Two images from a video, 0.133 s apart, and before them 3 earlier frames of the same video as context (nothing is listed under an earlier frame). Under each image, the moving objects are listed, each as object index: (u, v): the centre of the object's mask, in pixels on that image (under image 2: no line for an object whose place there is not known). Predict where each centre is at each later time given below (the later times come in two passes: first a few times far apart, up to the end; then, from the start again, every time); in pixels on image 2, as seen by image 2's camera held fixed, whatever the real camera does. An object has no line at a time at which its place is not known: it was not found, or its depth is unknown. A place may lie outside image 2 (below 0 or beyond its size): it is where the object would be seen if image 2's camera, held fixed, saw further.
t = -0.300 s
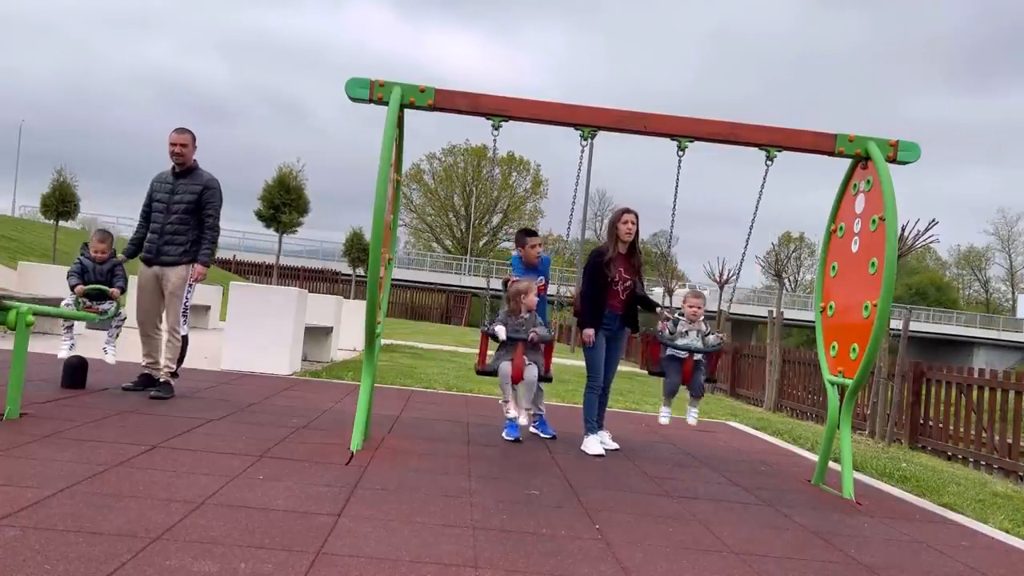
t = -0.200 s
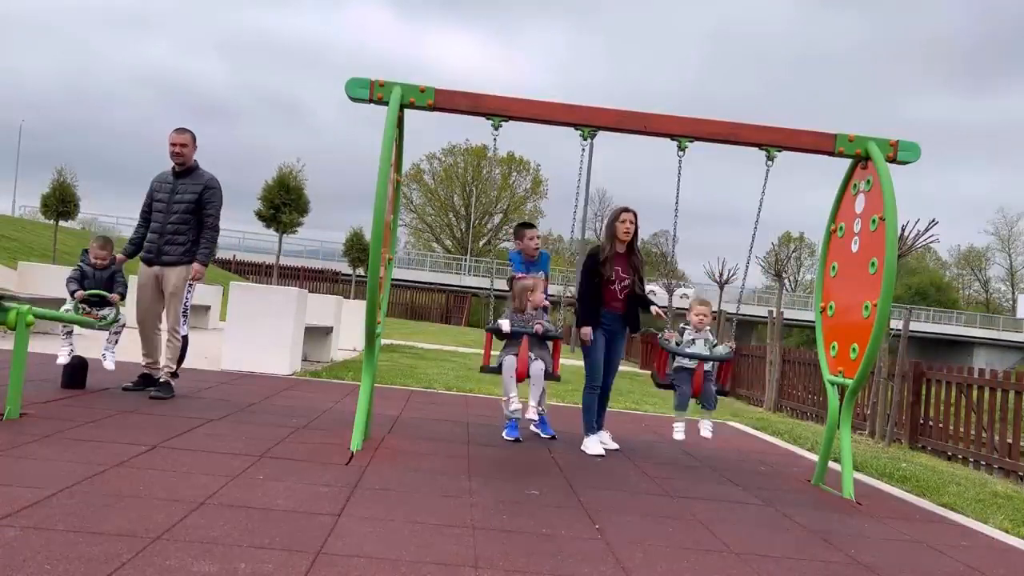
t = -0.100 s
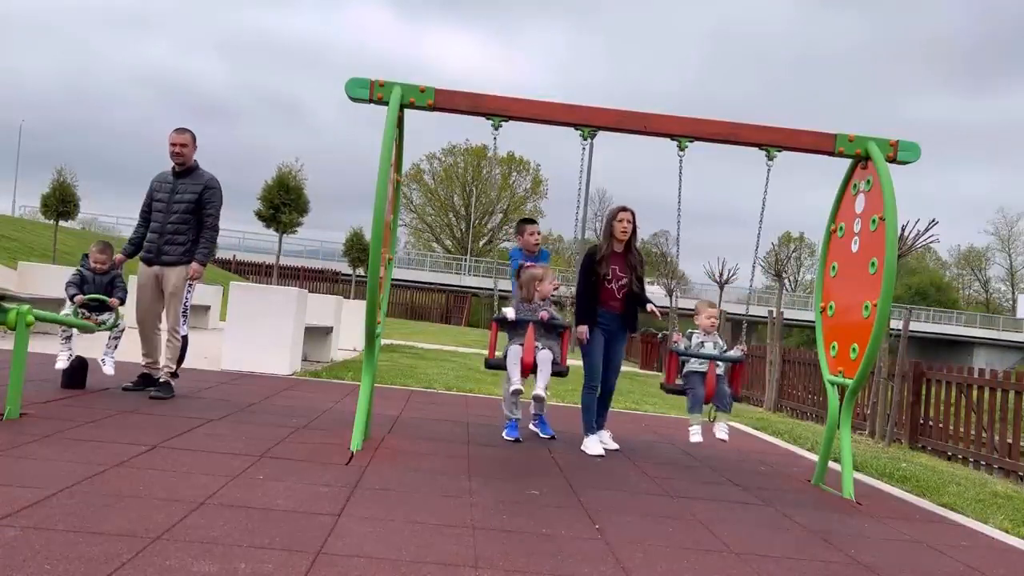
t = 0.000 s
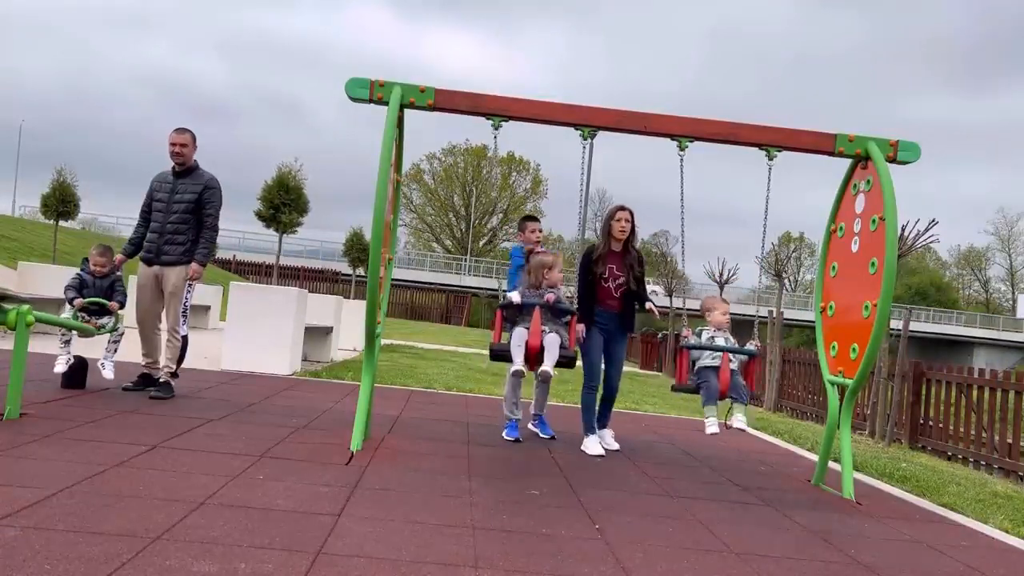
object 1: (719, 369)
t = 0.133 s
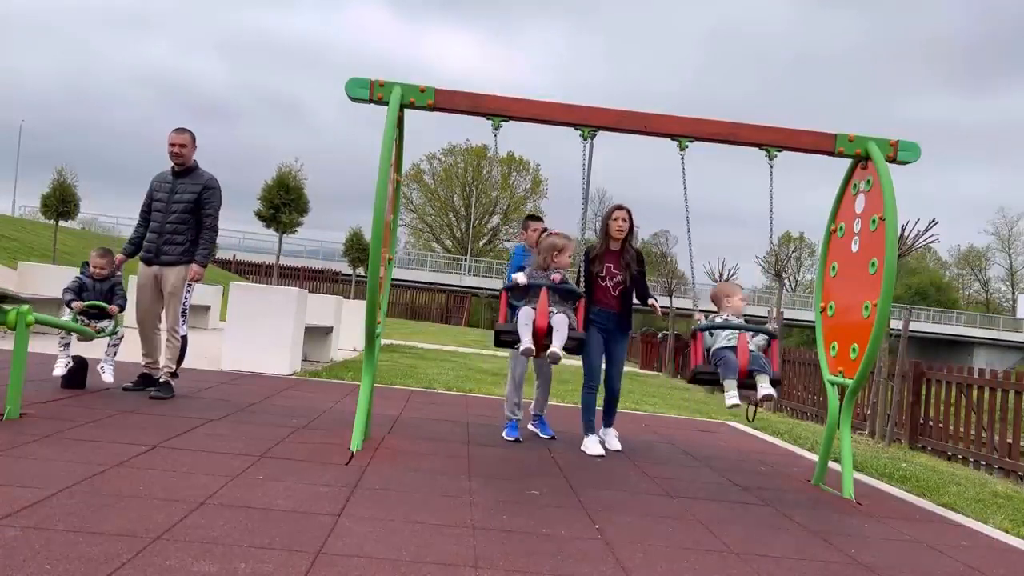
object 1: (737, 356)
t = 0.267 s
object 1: (754, 338)
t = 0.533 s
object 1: (753, 325)
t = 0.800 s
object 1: (739, 360)
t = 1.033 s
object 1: (707, 375)
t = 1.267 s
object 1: (684, 356)
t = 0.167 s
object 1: (740, 348)
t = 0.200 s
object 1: (745, 343)
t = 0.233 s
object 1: (750, 342)
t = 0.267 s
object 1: (754, 338)
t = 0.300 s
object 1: (757, 334)
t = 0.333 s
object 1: (747, 330)
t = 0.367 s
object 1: (750, 327)
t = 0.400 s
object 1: (752, 324)
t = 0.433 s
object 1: (753, 323)
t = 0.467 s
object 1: (754, 323)
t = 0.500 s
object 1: (754, 323)
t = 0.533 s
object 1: (753, 325)
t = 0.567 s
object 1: (753, 327)
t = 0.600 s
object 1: (751, 330)
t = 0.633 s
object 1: (748, 335)
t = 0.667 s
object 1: (746, 339)
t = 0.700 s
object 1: (742, 344)
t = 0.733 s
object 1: (739, 349)
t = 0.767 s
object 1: (733, 354)
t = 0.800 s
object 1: (739, 360)
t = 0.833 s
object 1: (734, 362)
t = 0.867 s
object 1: (730, 365)
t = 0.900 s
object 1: (725, 370)
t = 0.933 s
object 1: (721, 368)
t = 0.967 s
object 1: (717, 371)
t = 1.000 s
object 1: (712, 373)
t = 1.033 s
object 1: (707, 375)
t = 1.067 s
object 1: (703, 373)
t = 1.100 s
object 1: (699, 373)
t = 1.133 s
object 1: (695, 371)
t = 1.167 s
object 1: (692, 368)
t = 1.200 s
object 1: (689, 365)
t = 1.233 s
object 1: (686, 359)
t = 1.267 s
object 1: (684, 356)
